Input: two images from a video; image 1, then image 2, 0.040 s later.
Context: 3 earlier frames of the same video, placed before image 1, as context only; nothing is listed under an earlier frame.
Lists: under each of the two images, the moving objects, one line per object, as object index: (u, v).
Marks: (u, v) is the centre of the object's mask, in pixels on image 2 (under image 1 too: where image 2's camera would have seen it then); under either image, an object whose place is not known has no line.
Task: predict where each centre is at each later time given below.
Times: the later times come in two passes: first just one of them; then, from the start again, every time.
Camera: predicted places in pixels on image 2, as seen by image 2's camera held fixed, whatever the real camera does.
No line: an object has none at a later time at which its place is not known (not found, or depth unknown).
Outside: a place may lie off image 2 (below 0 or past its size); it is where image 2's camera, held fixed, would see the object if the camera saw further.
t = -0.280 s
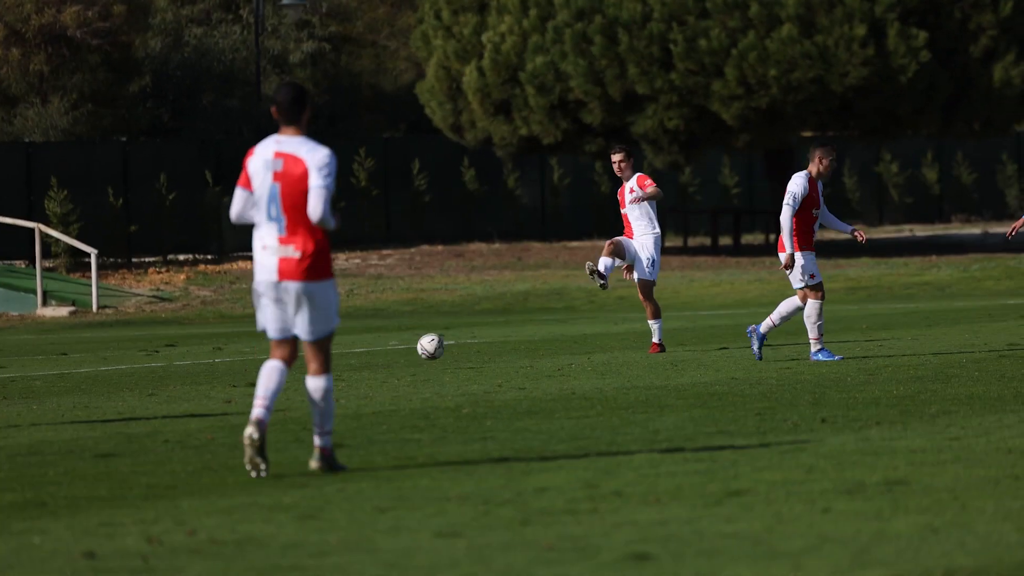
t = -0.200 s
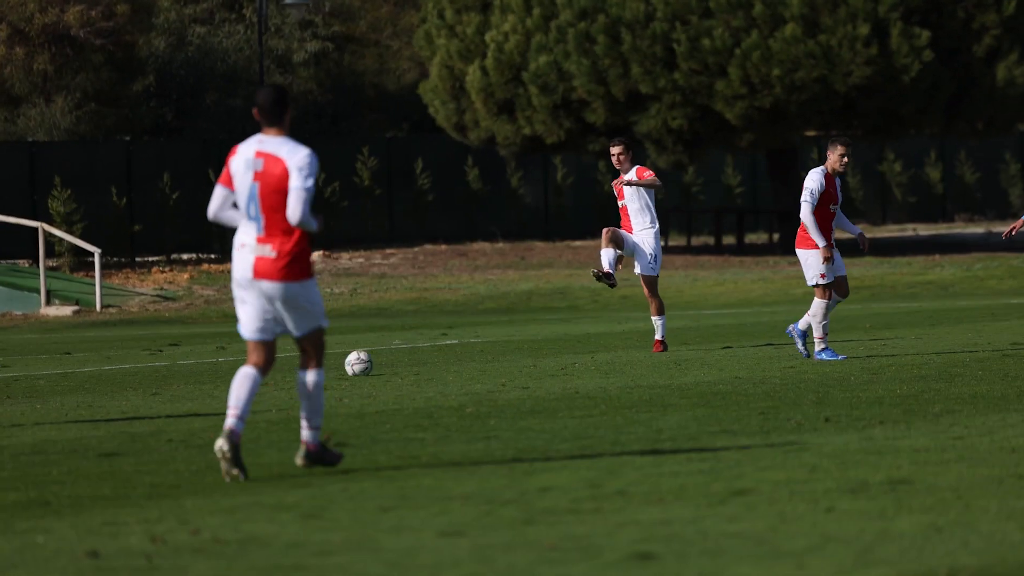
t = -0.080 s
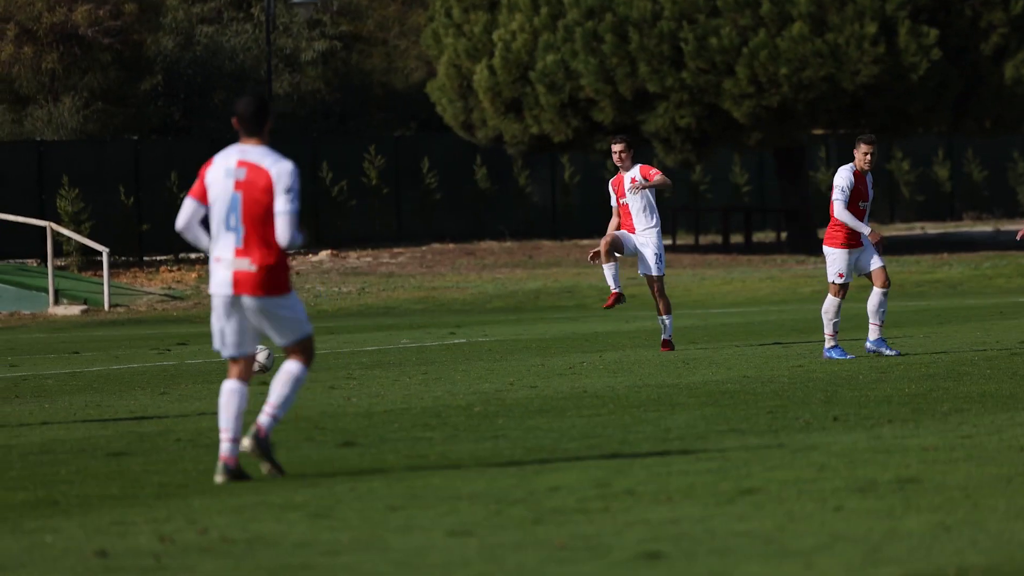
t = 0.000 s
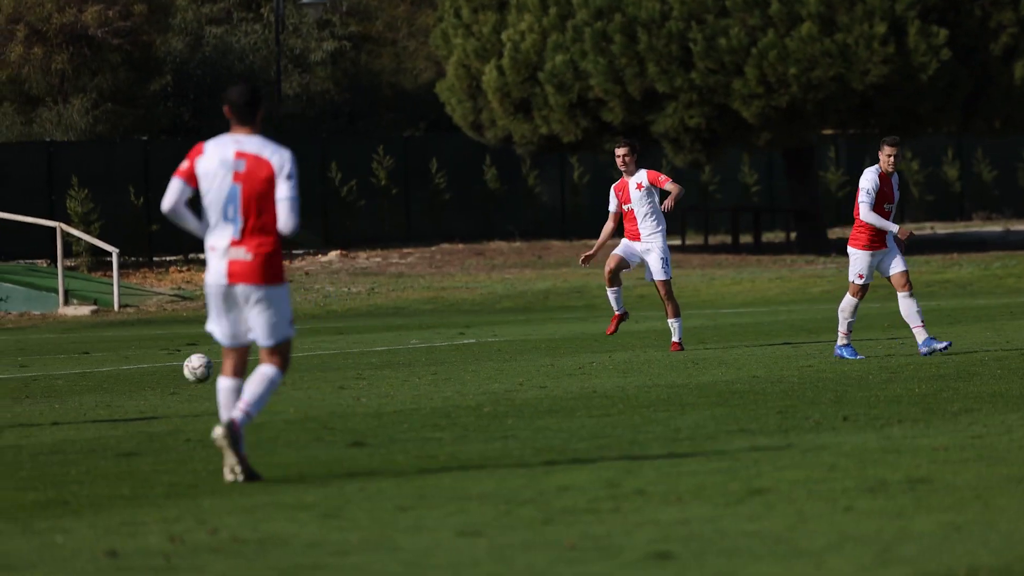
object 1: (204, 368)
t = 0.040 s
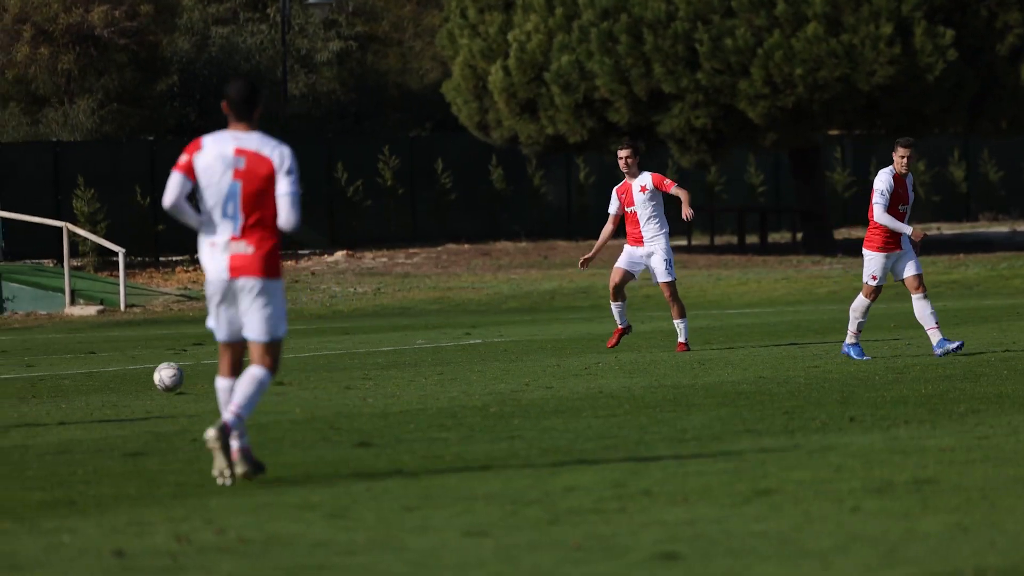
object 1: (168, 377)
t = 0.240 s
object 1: (0, 388)
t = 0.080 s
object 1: (134, 384)
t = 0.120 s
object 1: (101, 381)
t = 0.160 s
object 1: (68, 381)
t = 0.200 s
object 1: (34, 383)
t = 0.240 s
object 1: (0, 388)
